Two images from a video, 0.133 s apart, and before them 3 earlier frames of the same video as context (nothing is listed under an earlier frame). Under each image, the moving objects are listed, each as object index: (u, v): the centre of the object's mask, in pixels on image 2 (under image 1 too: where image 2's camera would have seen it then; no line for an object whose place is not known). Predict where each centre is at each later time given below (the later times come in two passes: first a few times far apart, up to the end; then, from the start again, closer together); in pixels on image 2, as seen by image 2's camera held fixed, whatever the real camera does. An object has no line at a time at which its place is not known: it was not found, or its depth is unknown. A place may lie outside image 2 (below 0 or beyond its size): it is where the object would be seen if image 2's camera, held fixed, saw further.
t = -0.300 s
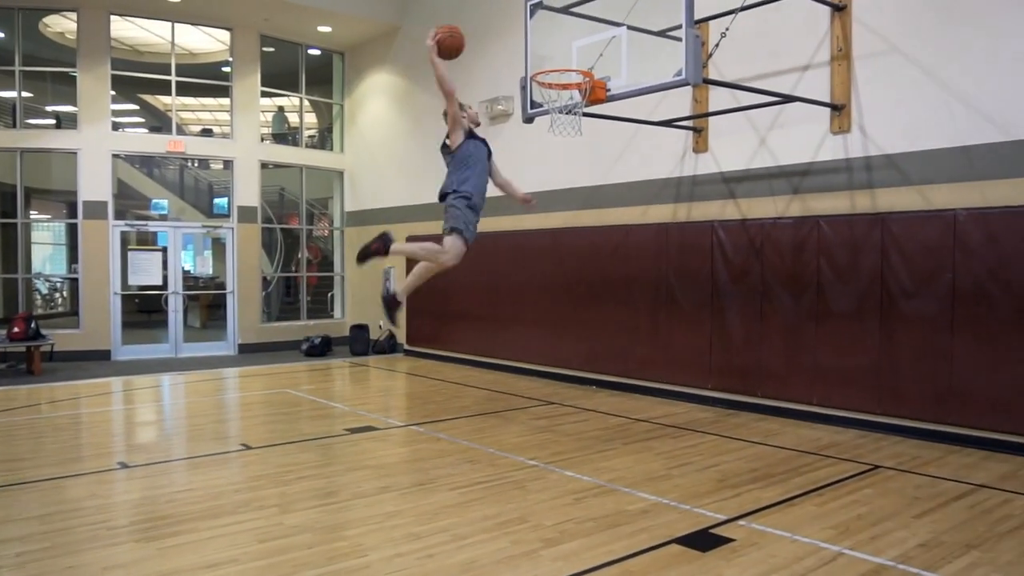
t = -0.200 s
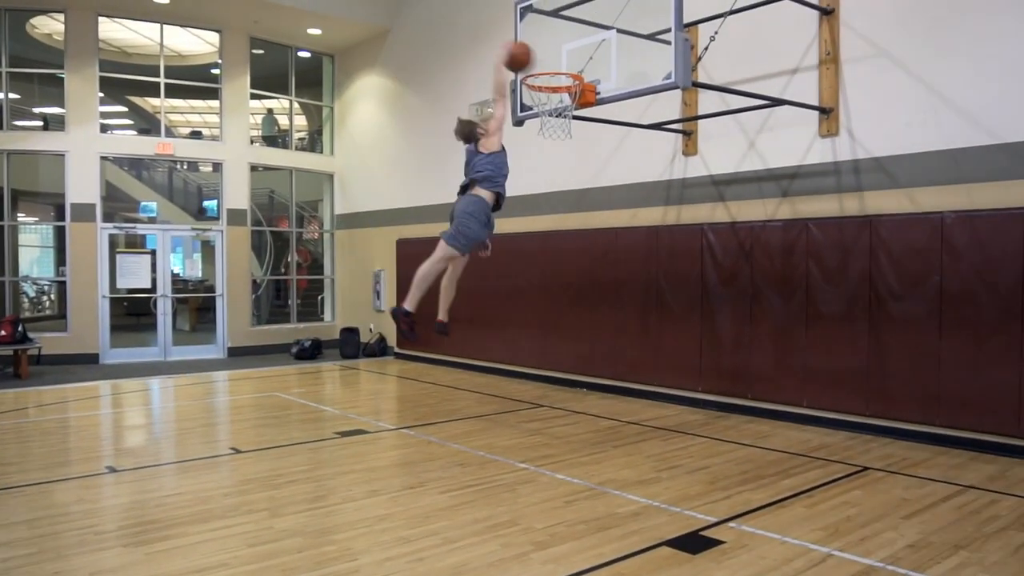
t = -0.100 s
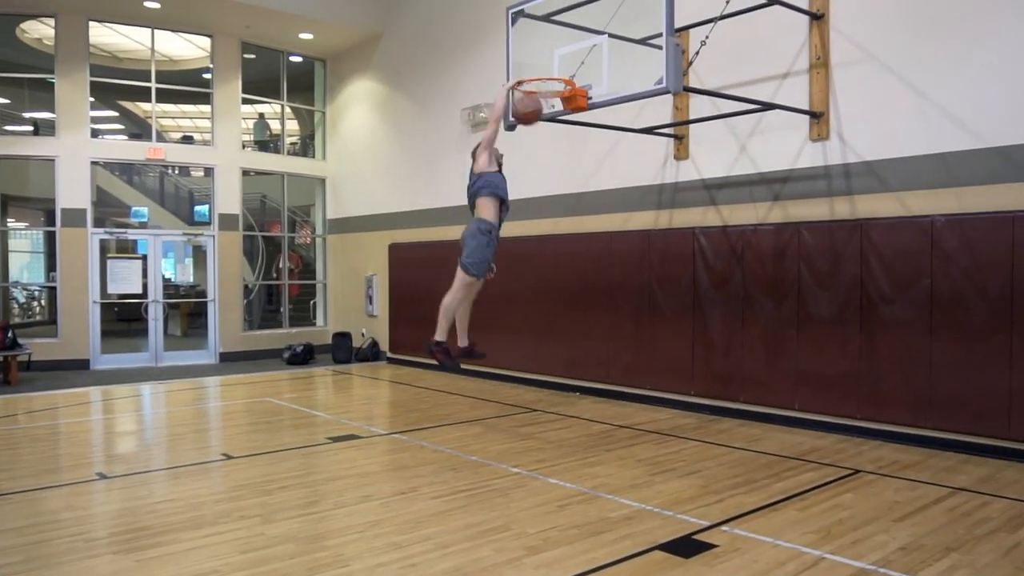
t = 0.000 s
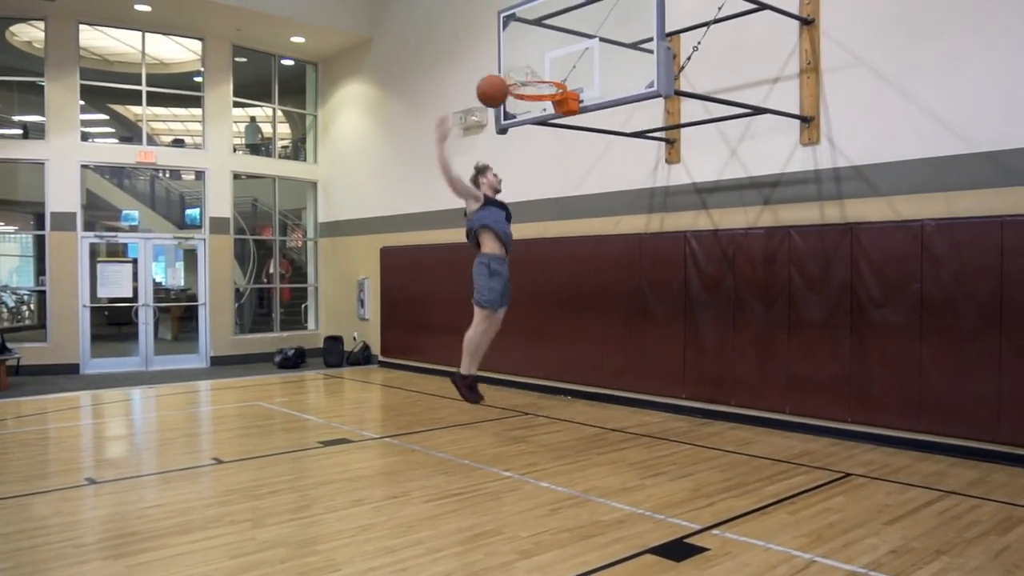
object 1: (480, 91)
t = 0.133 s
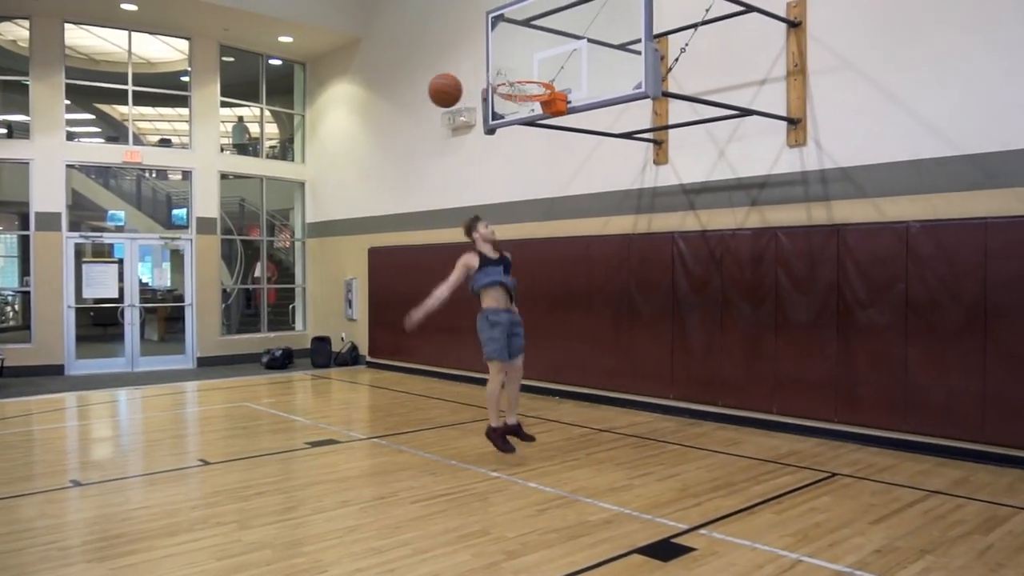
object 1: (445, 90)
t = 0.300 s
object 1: (394, 124)
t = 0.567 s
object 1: (300, 282)
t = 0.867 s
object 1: (202, 476)
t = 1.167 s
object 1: (176, 282)
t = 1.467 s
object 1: (157, 251)
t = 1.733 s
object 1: (143, 349)
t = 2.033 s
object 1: (129, 457)
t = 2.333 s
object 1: (93, 351)
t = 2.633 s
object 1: (67, 385)
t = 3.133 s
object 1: (31, 408)
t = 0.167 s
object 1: (435, 94)
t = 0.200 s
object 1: (425, 99)
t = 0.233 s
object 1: (416, 105)
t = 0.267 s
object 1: (405, 114)
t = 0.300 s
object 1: (394, 124)
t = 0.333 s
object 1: (384, 137)
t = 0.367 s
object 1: (373, 151)
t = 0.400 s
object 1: (362, 167)
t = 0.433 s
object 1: (349, 185)
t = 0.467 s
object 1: (337, 206)
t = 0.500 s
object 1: (325, 229)
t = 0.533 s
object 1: (313, 255)
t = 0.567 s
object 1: (300, 282)
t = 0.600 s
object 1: (286, 312)
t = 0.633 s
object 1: (274, 346)
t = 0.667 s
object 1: (261, 381)
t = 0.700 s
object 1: (248, 420)
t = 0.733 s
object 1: (235, 462)
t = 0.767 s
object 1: (221, 506)
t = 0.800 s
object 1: (208, 544)
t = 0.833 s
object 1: (205, 508)
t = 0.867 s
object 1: (202, 476)
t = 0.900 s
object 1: (198, 446)
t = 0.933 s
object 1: (195, 417)
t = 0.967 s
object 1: (192, 392)
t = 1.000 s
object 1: (189, 369)
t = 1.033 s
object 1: (186, 347)
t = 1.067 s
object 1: (183, 327)
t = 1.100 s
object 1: (181, 311)
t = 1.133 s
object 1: (178, 296)
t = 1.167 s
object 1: (176, 282)
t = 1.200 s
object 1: (174, 271)
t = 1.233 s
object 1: (172, 262)
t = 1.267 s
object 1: (170, 254)
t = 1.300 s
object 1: (168, 249)
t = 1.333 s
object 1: (166, 246)
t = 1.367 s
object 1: (163, 245)
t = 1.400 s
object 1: (161, 245)
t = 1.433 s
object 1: (159, 248)
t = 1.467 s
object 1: (157, 251)
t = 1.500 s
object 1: (155, 257)
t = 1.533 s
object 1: (153, 265)
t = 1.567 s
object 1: (151, 275)
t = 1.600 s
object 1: (149, 287)
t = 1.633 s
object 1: (148, 300)
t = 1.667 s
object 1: (146, 314)
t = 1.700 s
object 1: (144, 331)
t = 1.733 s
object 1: (143, 349)
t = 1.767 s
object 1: (142, 369)
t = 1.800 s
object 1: (142, 390)
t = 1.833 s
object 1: (141, 413)
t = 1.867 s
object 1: (140, 437)
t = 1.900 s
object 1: (140, 463)
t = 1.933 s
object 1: (139, 490)
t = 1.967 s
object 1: (137, 499)
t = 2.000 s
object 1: (133, 477)
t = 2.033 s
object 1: (129, 457)
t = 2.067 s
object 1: (124, 438)
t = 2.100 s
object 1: (120, 421)
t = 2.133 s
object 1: (117, 407)
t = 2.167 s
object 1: (113, 393)
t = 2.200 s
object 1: (109, 381)
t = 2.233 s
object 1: (104, 371)
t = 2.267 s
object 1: (100, 363)
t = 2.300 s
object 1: (96, 356)
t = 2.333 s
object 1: (93, 351)
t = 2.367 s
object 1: (89, 348)
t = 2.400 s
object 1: (86, 346)
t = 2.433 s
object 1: (83, 347)
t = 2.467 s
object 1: (79, 348)
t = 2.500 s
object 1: (76, 352)
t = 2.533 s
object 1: (73, 357)
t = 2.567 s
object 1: (70, 364)
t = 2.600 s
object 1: (67, 373)
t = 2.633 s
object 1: (67, 385)
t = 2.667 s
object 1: (64, 397)
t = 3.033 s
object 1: (38, 430)
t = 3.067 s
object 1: (36, 421)
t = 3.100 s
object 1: (33, 413)
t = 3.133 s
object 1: (31, 408)
